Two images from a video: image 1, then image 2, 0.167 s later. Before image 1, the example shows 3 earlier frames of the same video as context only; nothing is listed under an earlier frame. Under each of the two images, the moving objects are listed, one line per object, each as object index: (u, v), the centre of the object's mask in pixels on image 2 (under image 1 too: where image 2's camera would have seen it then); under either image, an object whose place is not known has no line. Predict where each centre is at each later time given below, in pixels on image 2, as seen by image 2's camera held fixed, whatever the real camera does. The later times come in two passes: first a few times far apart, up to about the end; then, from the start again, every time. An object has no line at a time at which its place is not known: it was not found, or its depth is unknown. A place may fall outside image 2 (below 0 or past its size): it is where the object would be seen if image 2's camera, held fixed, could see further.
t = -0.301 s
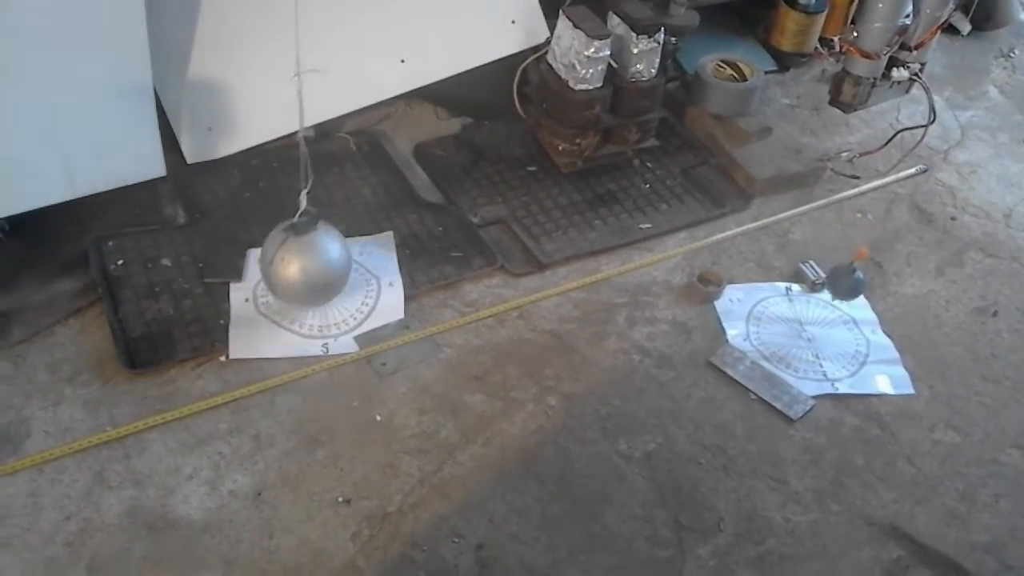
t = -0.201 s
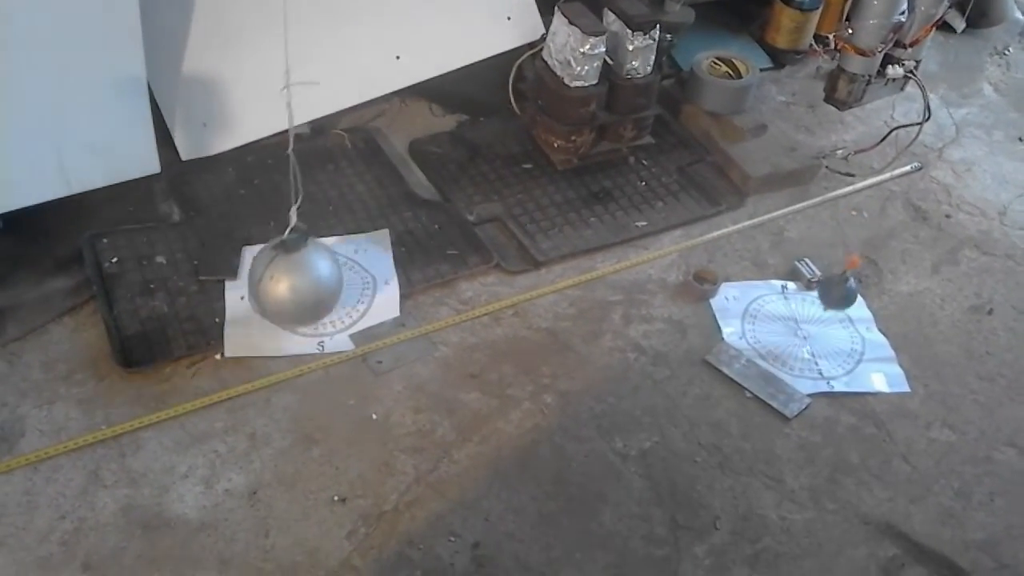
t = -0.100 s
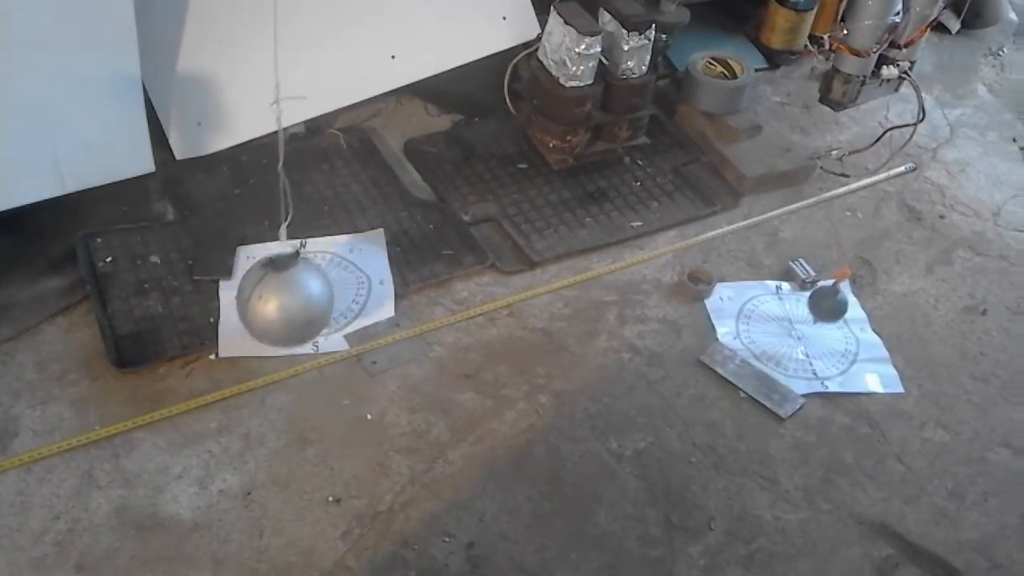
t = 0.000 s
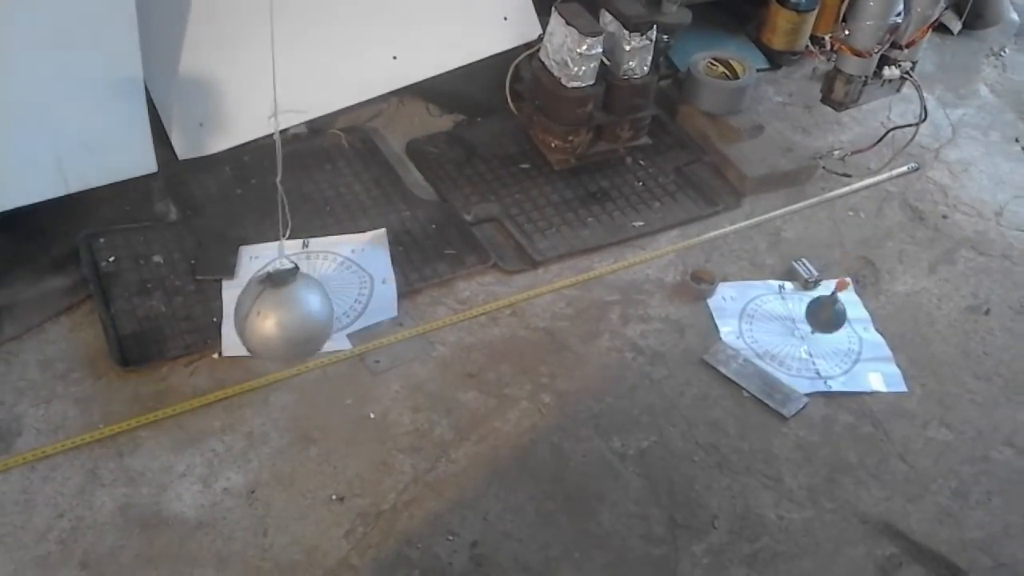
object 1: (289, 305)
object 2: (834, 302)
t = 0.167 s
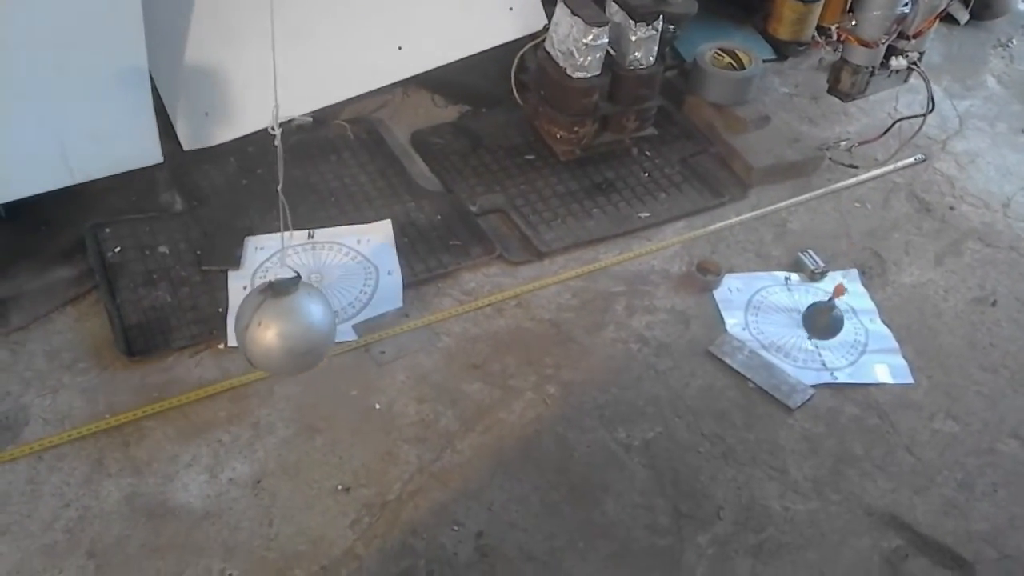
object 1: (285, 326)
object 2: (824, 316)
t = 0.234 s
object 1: (285, 330)
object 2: (820, 321)
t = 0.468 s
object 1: (289, 328)
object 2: (809, 326)
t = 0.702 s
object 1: (300, 298)
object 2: (801, 318)
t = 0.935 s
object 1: (313, 252)
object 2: (802, 296)
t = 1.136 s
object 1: (321, 213)
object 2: (806, 275)
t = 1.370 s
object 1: (330, 177)
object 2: (817, 249)
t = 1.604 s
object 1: (331, 158)
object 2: (830, 232)
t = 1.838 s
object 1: (328, 163)
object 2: (842, 227)
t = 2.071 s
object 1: (318, 191)
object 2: (849, 234)
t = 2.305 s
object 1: (308, 233)
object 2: (849, 255)
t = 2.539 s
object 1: (295, 283)
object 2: (843, 281)
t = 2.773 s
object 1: (287, 319)
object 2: (832, 307)
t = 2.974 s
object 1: (285, 332)
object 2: (820, 322)
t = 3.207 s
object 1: (292, 321)
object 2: (808, 326)
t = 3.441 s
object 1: (304, 288)
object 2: (800, 316)
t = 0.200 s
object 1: (285, 329)
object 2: (823, 319)
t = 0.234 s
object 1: (285, 330)
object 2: (820, 321)
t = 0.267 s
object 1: (285, 332)
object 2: (818, 322)
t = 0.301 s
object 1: (285, 332)
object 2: (817, 324)
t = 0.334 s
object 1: (286, 333)
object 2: (815, 325)
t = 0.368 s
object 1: (286, 332)
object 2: (813, 326)
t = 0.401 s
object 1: (287, 331)
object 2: (811, 327)
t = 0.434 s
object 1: (288, 330)
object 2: (810, 326)
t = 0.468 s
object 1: (289, 328)
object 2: (809, 326)
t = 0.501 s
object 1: (290, 324)
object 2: (807, 326)
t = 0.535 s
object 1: (292, 321)
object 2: (806, 325)
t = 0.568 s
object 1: (294, 317)
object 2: (805, 324)
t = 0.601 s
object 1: (295, 313)
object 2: (803, 323)
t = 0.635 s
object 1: (295, 308)
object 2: (803, 322)
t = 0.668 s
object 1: (298, 304)
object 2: (802, 320)
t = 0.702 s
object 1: (300, 298)
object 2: (801, 318)
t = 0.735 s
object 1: (302, 292)
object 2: (801, 315)
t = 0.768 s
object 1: (302, 286)
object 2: (800, 313)
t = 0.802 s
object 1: (305, 280)
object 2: (800, 310)
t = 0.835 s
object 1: (307, 273)
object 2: (800, 307)
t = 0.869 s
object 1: (309, 266)
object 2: (801, 303)
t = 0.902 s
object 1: (311, 260)
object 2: (801, 299)
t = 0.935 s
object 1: (313, 252)
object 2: (802, 296)
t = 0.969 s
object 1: (314, 246)
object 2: (802, 292)
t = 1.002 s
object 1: (316, 239)
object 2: (804, 288)
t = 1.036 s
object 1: (318, 232)
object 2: (804, 286)
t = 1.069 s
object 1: (319, 226)
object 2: (805, 281)
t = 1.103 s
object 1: (320, 220)
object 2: (805, 277)
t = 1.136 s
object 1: (321, 213)
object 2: (806, 275)
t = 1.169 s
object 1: (323, 207)
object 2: (808, 271)
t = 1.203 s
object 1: (325, 201)
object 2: (809, 267)
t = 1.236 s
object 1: (326, 196)
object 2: (811, 264)
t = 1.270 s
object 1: (326, 191)
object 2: (813, 260)
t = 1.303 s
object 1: (328, 186)
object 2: (814, 257)
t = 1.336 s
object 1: (329, 181)
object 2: (816, 252)
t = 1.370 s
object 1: (330, 177)
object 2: (817, 249)
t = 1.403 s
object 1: (330, 174)
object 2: (819, 246)
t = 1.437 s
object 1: (331, 169)
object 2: (821, 243)
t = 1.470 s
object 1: (331, 166)
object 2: (823, 241)
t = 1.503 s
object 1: (331, 163)
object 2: (825, 238)
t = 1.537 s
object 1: (330, 161)
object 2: (827, 235)
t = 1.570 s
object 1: (330, 159)
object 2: (828, 234)
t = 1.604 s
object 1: (331, 158)
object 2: (830, 232)
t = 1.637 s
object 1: (331, 157)
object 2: (832, 230)
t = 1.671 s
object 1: (331, 157)
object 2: (834, 228)
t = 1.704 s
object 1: (330, 157)
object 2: (836, 228)
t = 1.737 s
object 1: (329, 158)
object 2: (837, 227)
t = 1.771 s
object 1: (329, 159)
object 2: (839, 227)
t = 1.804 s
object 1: (329, 161)
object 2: (840, 227)
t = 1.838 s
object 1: (328, 163)
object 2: (842, 227)
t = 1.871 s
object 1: (326, 166)
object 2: (843, 227)
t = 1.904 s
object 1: (325, 169)
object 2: (845, 227)
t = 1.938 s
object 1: (324, 172)
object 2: (846, 228)
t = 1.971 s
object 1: (324, 177)
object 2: (847, 229)
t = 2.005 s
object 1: (322, 181)
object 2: (847, 231)
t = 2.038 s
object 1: (320, 186)
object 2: (848, 232)
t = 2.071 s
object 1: (318, 191)
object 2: (849, 234)
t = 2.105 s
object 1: (317, 196)
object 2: (850, 235)
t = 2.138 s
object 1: (317, 201)
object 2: (850, 238)
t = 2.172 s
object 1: (315, 207)
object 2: (849, 241)
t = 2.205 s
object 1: (313, 213)
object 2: (850, 243)
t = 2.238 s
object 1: (310, 219)
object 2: (849, 248)
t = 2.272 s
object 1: (308, 227)
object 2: (849, 251)
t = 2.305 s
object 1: (308, 233)
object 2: (849, 255)
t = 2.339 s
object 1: (306, 241)
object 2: (848, 259)
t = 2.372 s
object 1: (303, 248)
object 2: (848, 263)
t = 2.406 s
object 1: (301, 255)
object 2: (847, 267)
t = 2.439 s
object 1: (299, 262)
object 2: (846, 271)
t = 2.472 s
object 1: (298, 269)
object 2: (845, 274)
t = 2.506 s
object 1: (296, 275)
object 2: (845, 277)
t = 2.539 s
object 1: (295, 283)
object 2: (843, 281)
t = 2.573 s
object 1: (293, 289)
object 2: (842, 286)
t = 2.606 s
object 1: (292, 295)
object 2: (840, 290)
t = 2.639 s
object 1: (291, 300)
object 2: (838, 294)
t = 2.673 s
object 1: (290, 305)
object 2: (837, 297)
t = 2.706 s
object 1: (288, 310)
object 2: (835, 300)
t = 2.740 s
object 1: (287, 315)
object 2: (834, 304)
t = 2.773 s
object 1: (287, 319)
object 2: (832, 307)
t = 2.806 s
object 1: (286, 322)
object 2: (830, 310)
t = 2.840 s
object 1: (285, 326)
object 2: (828, 313)
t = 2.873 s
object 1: (285, 328)
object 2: (826, 316)
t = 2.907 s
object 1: (285, 330)
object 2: (824, 318)
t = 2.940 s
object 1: (285, 332)
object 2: (822, 320)
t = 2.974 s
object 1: (285, 332)
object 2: (820, 322)
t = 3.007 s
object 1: (286, 332)
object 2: (818, 323)
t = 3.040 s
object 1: (286, 332)
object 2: (816, 325)
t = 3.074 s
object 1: (286, 331)
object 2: (814, 325)
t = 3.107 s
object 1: (288, 330)
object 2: (813, 326)
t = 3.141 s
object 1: (289, 328)
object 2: (811, 326)
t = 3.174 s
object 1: (291, 325)
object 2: (809, 326)
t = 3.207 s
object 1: (292, 321)
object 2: (808, 326)
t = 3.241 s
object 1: (293, 318)
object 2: (807, 325)
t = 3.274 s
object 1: (295, 314)
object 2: (805, 324)
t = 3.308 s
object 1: (297, 309)
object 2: (803, 323)
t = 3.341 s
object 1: (298, 304)
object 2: (803, 322)
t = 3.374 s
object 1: (300, 299)
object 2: (802, 320)
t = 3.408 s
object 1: (301, 293)
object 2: (801, 318)
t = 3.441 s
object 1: (304, 288)
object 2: (800, 316)
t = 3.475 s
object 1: (306, 281)
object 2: (800, 313)
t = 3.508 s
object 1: (307, 275)
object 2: (800, 311)
